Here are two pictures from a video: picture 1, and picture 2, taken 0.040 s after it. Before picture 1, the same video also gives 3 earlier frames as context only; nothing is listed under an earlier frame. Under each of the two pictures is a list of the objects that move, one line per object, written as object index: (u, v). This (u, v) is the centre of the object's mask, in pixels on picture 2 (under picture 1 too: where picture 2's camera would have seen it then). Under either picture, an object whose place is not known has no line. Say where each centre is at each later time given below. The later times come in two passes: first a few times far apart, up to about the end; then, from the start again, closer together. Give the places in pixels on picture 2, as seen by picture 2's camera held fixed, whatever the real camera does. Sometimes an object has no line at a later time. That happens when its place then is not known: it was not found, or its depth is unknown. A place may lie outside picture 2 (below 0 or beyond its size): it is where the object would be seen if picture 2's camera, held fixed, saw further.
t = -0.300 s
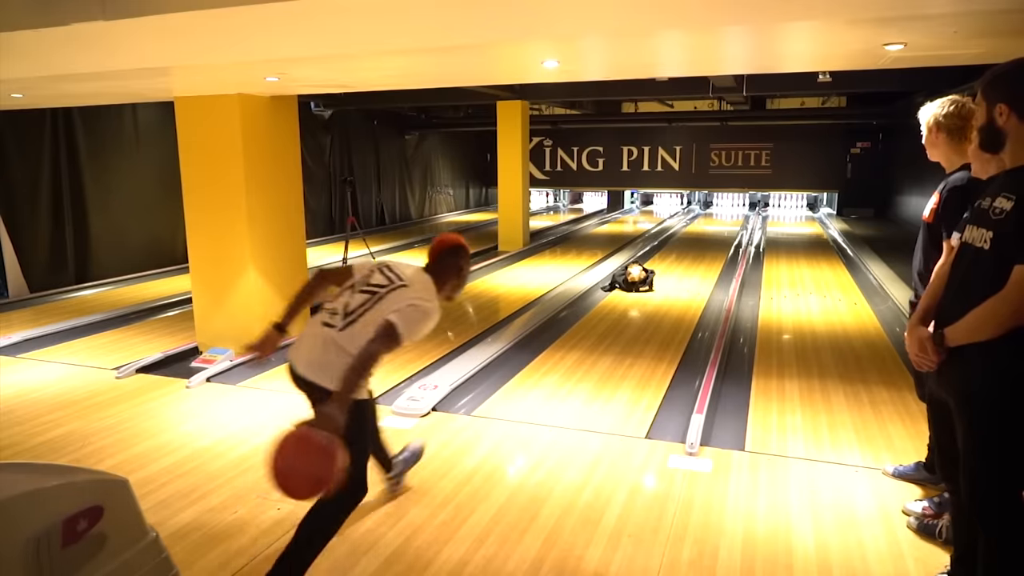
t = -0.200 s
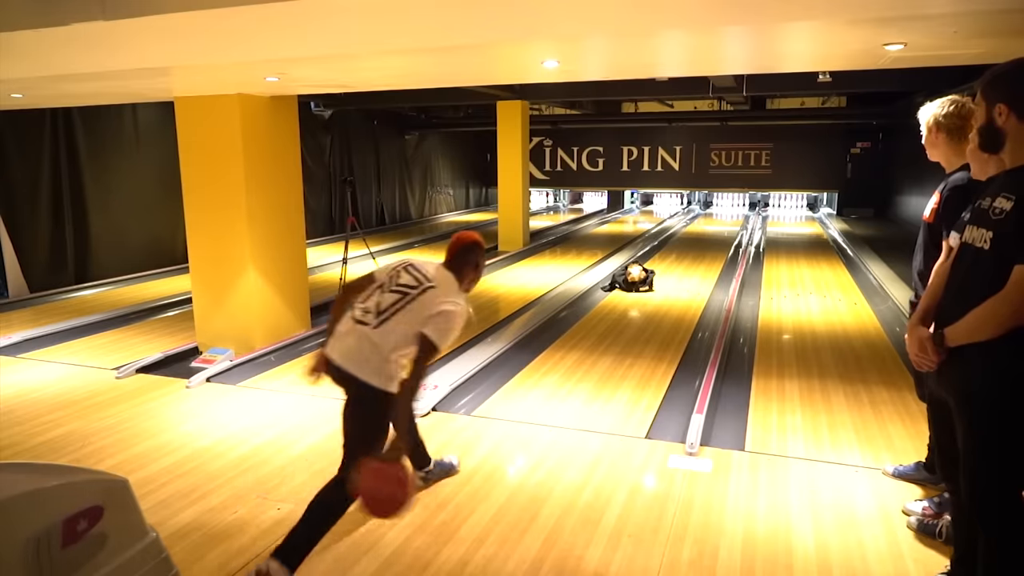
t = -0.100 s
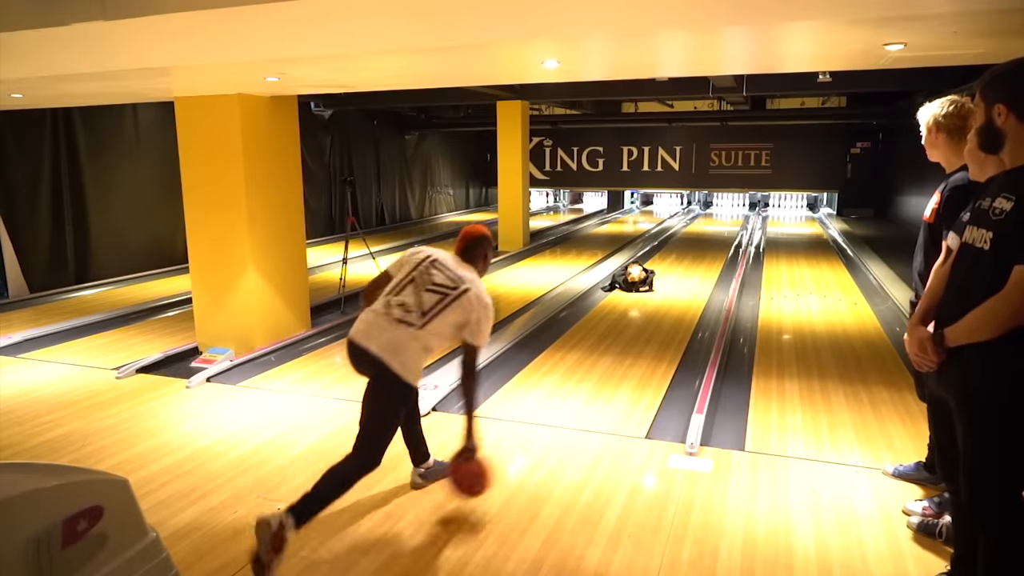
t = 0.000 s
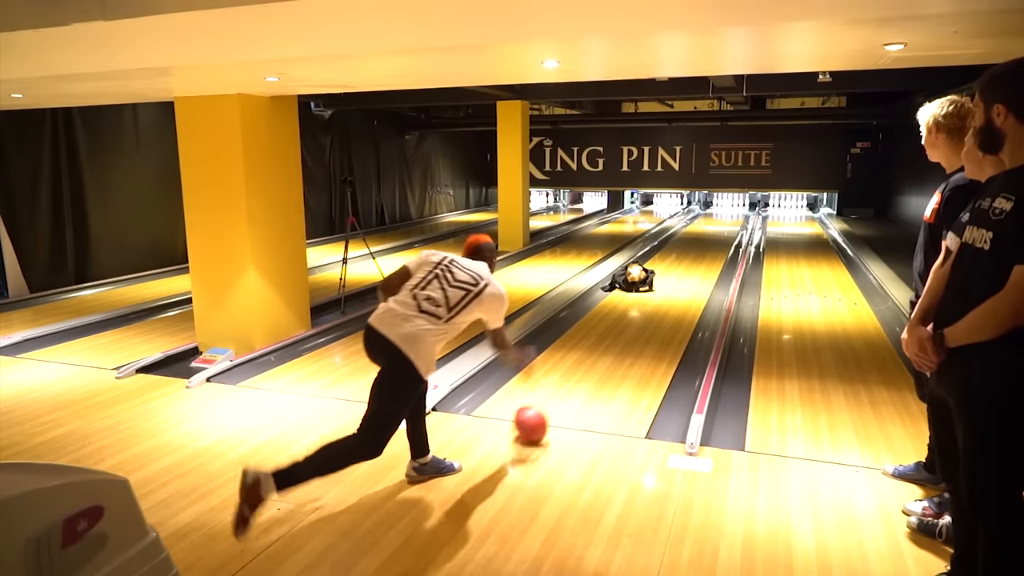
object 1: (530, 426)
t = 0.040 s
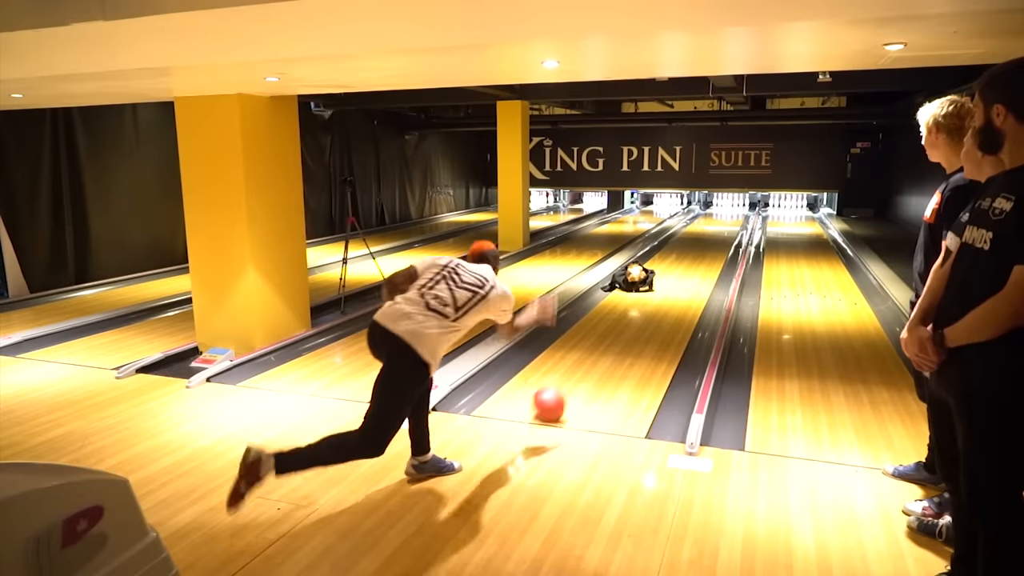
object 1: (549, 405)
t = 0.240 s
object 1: (609, 337)
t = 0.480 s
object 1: (648, 292)
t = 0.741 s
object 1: (674, 264)
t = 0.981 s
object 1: (689, 248)
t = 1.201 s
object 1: (699, 237)
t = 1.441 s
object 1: (707, 228)
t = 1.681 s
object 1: (713, 220)
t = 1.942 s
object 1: (718, 214)
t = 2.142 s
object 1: (721, 211)
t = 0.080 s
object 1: (564, 388)
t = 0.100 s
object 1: (572, 380)
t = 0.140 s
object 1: (584, 365)
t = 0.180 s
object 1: (595, 353)
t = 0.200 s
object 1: (600, 347)
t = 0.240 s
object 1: (609, 337)
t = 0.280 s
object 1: (617, 328)
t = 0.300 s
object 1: (621, 323)
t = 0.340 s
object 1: (628, 316)
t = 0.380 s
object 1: (635, 308)
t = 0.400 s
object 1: (638, 305)
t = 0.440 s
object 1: (643, 298)
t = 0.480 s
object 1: (648, 292)
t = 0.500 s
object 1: (650, 289)
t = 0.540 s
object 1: (654, 284)
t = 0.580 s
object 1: (659, 280)
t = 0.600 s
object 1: (662, 278)
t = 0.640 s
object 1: (665, 274)
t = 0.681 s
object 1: (669, 270)
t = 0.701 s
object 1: (671, 268)
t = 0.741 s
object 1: (674, 264)
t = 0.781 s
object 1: (677, 261)
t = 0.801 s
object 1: (679, 260)
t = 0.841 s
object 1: (681, 257)
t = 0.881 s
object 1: (683, 254)
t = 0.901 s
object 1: (685, 253)
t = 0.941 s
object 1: (687, 250)
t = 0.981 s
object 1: (689, 248)
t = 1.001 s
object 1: (690, 248)
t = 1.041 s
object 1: (692, 245)
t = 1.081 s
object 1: (694, 242)
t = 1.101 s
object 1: (695, 241)
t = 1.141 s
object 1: (697, 240)
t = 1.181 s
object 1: (698, 238)
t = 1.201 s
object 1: (699, 237)
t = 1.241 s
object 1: (701, 235)
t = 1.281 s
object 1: (702, 233)
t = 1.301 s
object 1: (703, 233)
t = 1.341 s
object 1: (704, 231)
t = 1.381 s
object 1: (705, 230)
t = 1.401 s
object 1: (706, 229)
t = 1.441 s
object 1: (707, 228)
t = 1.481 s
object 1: (708, 226)
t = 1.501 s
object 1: (709, 225)
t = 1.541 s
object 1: (710, 224)
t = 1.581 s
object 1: (711, 223)
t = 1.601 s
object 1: (712, 222)
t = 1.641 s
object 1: (712, 221)
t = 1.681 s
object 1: (713, 220)
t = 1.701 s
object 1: (713, 220)
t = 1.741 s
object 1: (714, 219)
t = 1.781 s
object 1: (715, 218)
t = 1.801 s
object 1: (715, 217)
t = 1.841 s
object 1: (716, 216)
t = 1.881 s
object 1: (717, 216)
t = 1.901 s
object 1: (717, 215)
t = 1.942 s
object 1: (718, 214)
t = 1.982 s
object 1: (718, 213)
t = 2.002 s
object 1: (719, 213)
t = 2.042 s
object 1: (719, 213)
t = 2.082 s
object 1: (720, 212)
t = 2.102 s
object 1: (720, 211)
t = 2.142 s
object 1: (721, 211)
